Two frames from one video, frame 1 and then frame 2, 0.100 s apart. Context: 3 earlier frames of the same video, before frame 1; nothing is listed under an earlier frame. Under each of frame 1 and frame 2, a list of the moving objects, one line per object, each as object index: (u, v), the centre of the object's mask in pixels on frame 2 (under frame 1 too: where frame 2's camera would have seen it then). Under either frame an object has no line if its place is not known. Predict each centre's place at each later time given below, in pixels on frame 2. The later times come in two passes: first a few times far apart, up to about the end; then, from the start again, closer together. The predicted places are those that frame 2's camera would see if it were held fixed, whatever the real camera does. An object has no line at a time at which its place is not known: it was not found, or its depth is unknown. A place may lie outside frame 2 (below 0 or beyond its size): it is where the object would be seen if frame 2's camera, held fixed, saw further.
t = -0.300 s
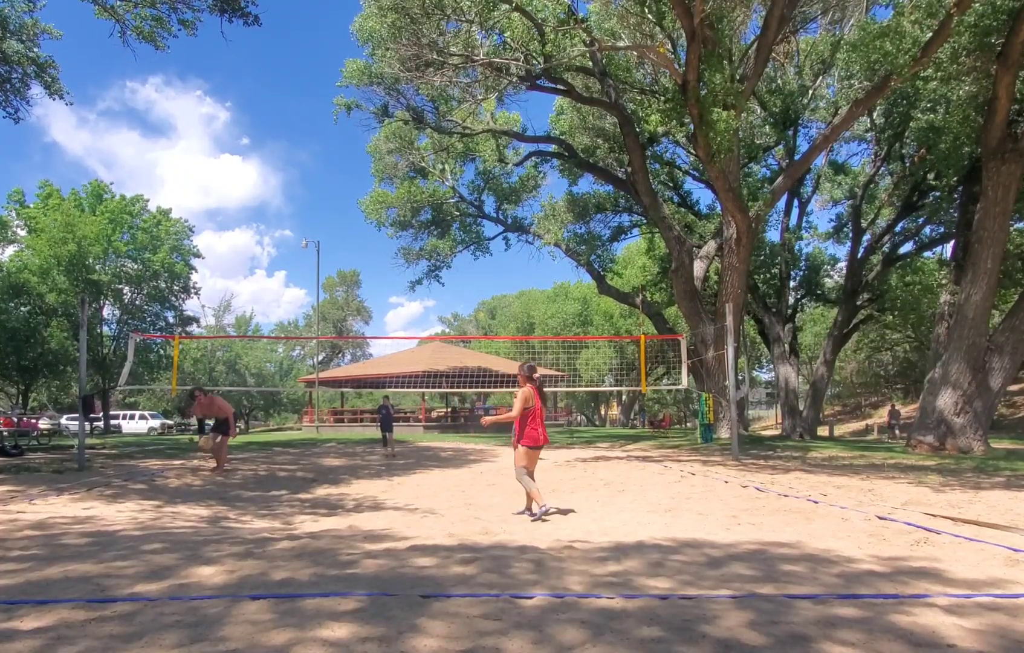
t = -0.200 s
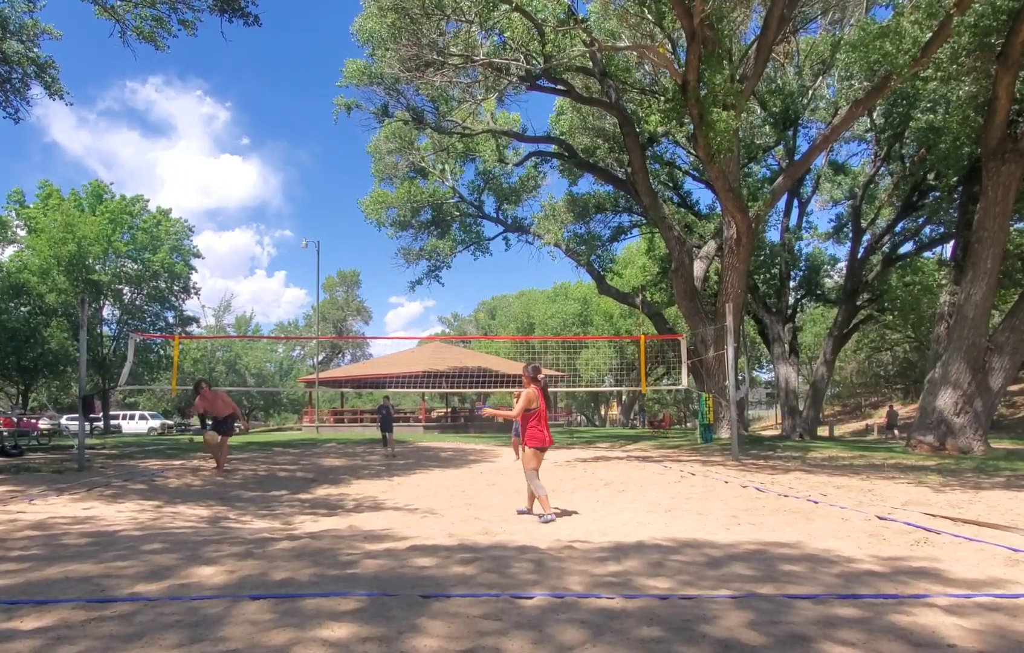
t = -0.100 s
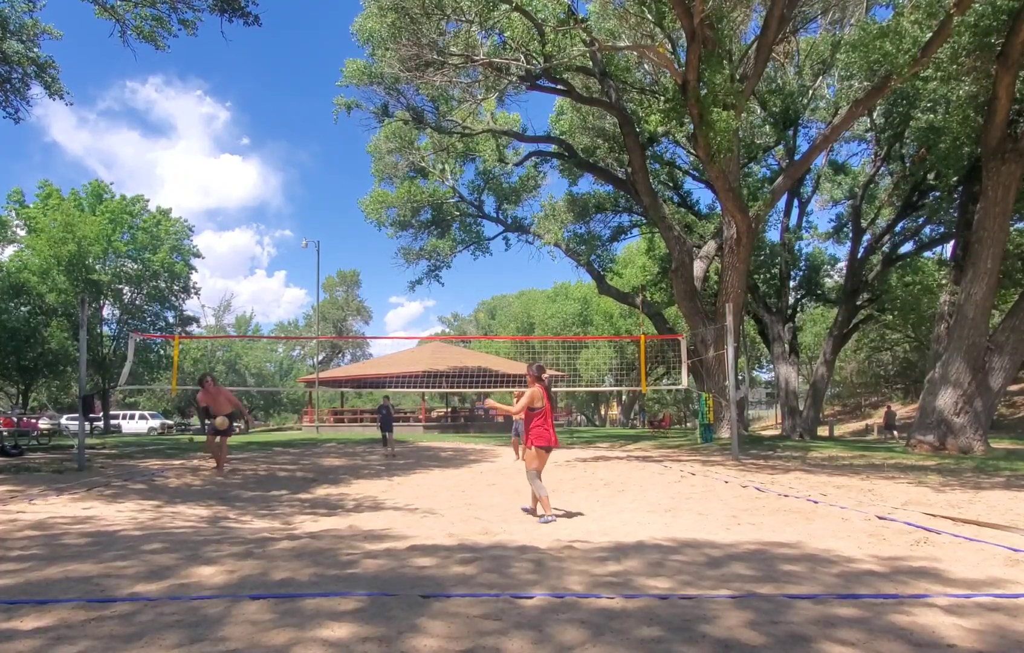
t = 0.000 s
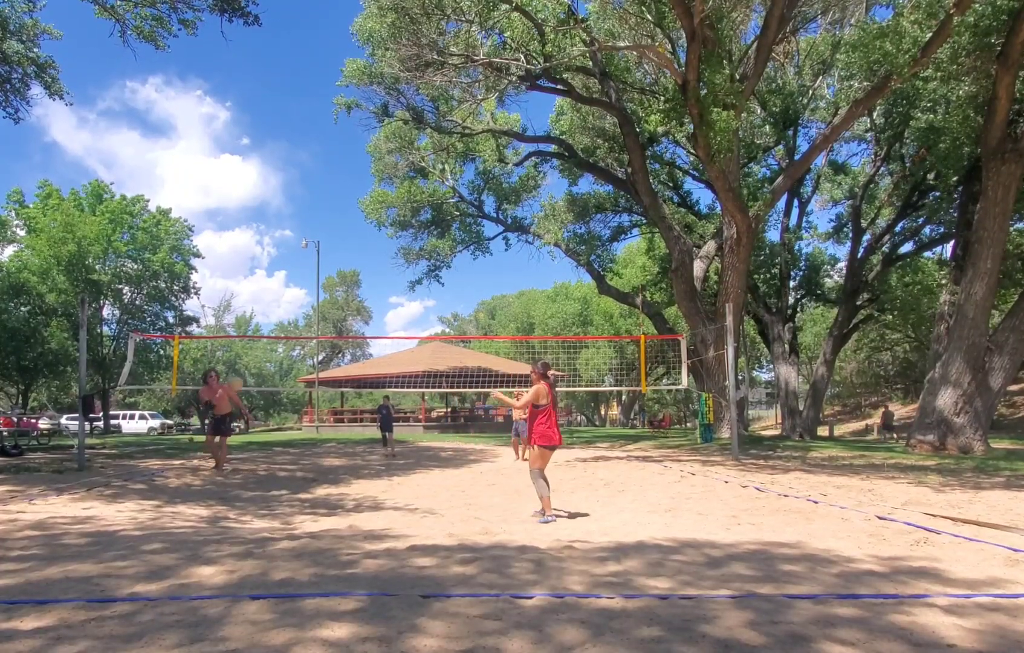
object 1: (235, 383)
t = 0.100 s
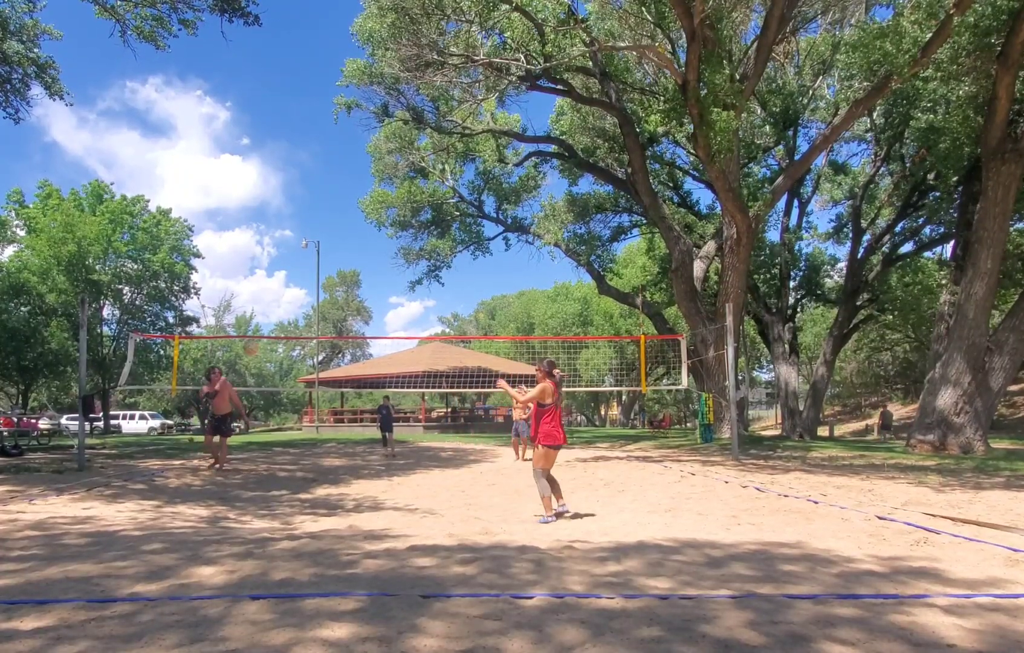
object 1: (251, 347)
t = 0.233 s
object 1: (273, 305)
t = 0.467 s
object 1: (320, 254)
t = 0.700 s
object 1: (379, 240)
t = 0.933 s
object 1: (454, 278)
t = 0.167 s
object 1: (262, 325)
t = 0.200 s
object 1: (267, 315)
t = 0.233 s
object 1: (273, 305)
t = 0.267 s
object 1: (280, 296)
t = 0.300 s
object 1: (286, 288)
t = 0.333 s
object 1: (292, 279)
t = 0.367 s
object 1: (299, 272)
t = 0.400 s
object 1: (306, 266)
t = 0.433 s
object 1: (313, 260)
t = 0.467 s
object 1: (320, 254)
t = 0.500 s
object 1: (328, 250)
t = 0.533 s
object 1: (336, 246)
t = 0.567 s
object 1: (344, 243)
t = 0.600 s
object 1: (352, 241)
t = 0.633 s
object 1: (361, 240)
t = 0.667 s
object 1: (370, 240)
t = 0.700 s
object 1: (379, 240)
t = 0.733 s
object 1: (388, 242)
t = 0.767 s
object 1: (399, 245)
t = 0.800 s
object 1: (409, 250)
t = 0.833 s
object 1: (420, 255)
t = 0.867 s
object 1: (431, 262)
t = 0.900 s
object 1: (442, 269)
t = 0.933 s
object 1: (454, 278)
